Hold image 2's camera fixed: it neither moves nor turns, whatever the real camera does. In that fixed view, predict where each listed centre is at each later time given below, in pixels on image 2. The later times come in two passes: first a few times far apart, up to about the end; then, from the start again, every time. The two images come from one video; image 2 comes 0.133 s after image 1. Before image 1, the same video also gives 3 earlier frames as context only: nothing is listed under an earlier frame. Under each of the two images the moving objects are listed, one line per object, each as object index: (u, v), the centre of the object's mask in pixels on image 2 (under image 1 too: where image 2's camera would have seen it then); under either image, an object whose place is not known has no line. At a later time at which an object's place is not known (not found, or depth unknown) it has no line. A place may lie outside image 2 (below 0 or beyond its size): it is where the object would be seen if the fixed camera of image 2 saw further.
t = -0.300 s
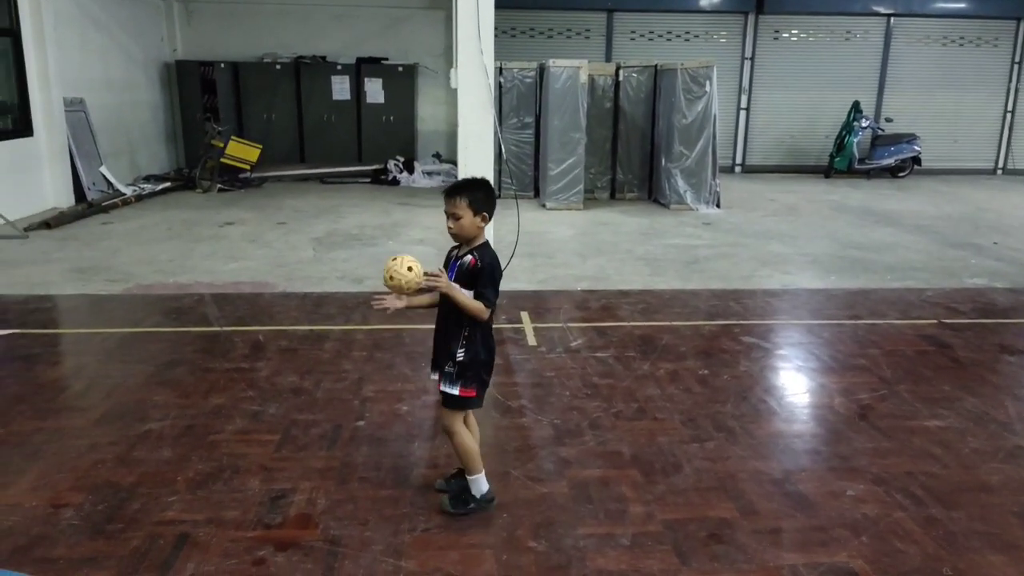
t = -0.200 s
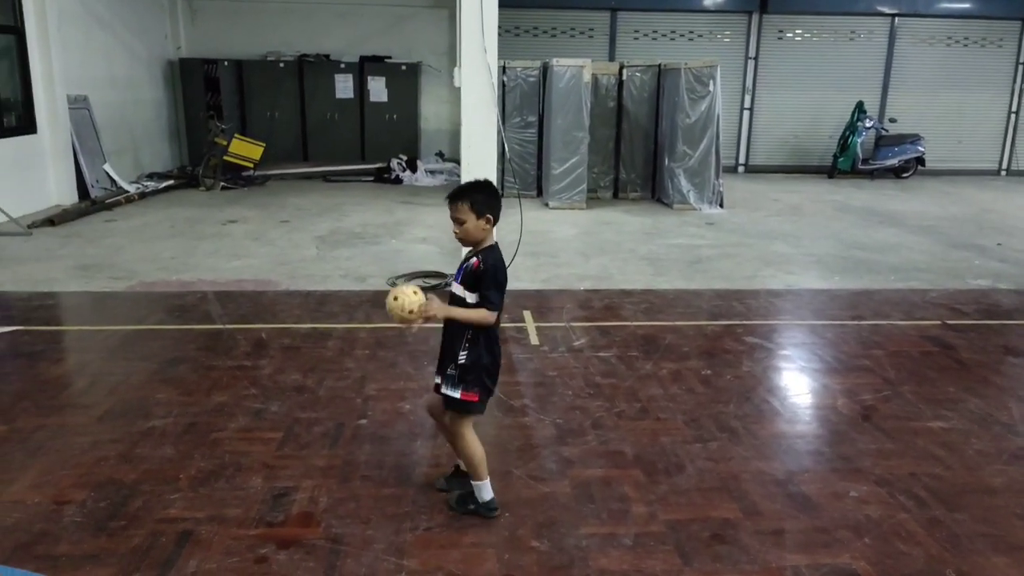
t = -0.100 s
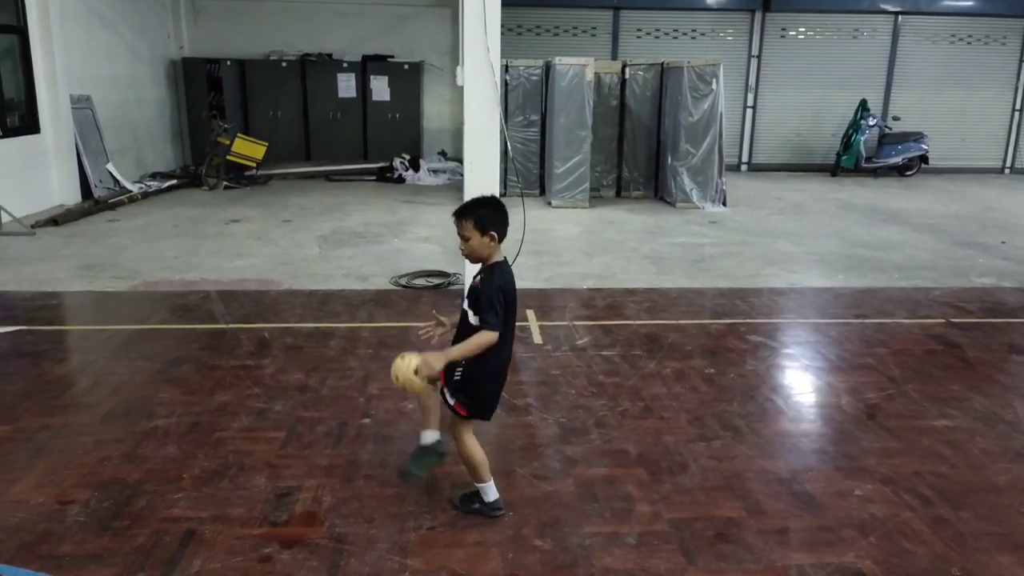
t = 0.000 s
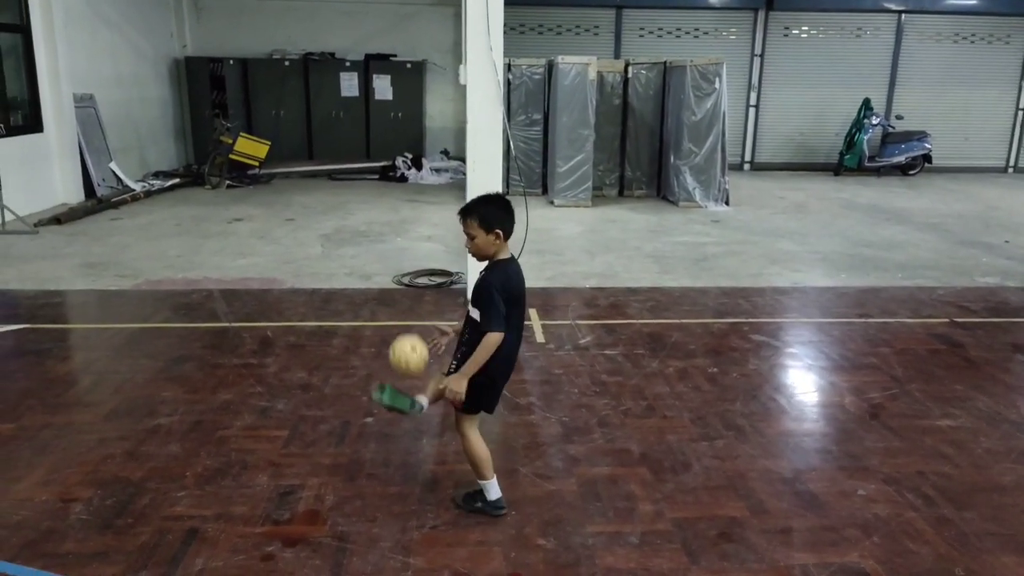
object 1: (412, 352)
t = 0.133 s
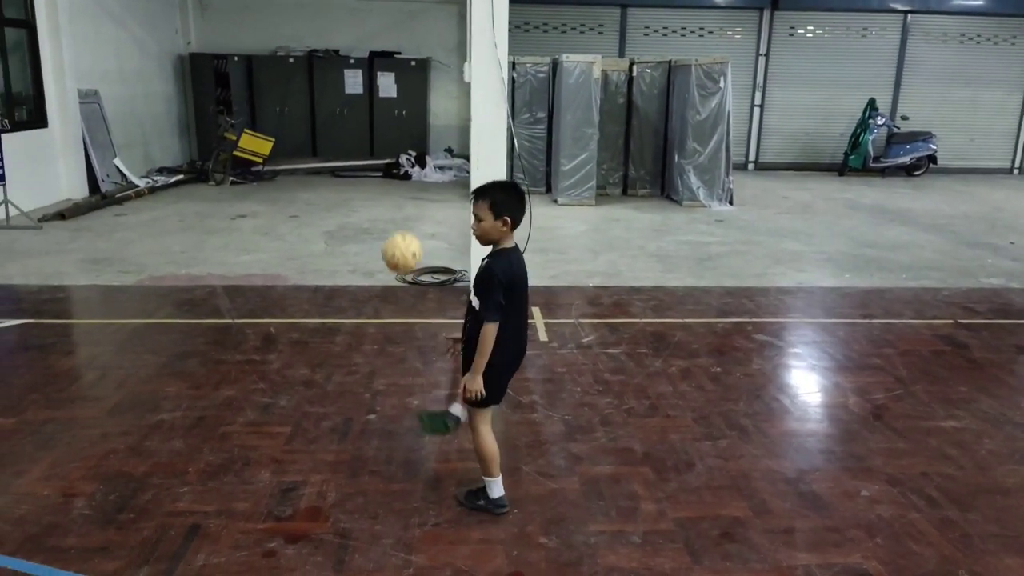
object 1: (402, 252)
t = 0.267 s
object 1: (393, 196)
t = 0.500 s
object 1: (378, 220)
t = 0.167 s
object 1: (400, 234)
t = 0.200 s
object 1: (397, 218)
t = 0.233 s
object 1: (395, 206)
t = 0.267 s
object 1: (393, 196)
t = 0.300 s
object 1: (391, 190)
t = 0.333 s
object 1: (388, 187)
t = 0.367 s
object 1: (386, 187)
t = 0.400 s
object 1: (384, 190)
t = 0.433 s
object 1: (382, 197)
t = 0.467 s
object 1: (380, 206)
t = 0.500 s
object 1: (378, 220)
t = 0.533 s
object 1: (377, 237)
